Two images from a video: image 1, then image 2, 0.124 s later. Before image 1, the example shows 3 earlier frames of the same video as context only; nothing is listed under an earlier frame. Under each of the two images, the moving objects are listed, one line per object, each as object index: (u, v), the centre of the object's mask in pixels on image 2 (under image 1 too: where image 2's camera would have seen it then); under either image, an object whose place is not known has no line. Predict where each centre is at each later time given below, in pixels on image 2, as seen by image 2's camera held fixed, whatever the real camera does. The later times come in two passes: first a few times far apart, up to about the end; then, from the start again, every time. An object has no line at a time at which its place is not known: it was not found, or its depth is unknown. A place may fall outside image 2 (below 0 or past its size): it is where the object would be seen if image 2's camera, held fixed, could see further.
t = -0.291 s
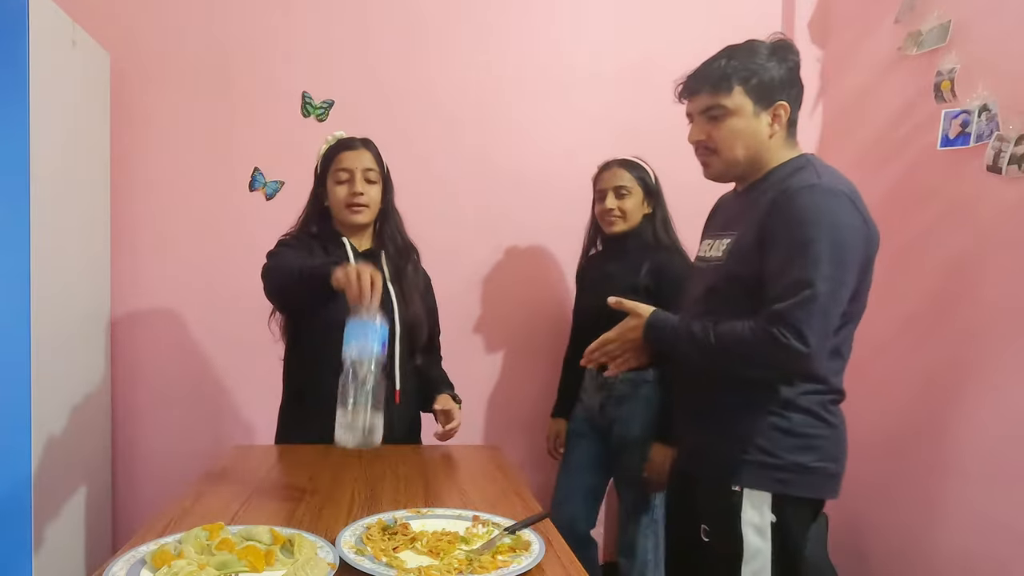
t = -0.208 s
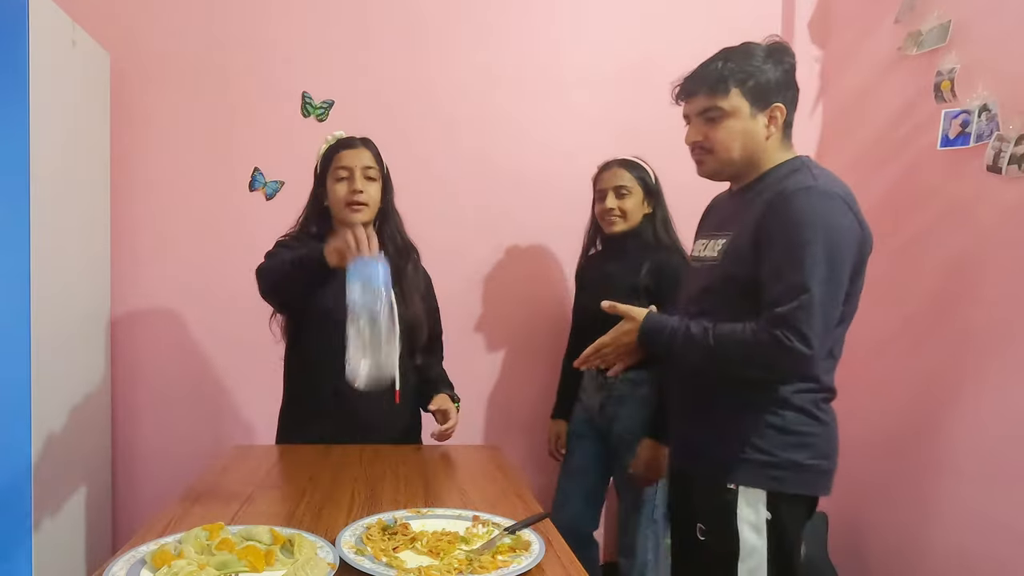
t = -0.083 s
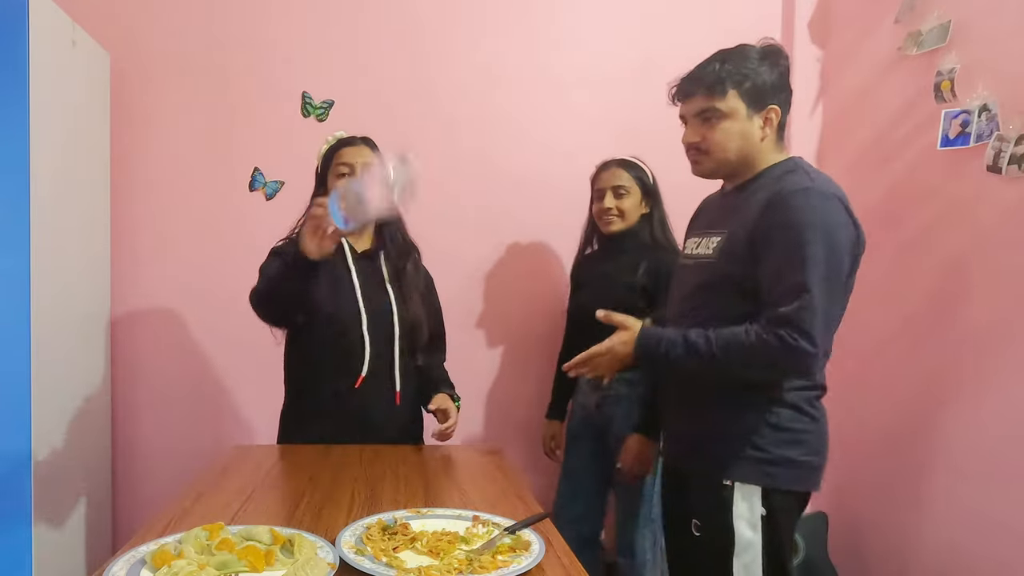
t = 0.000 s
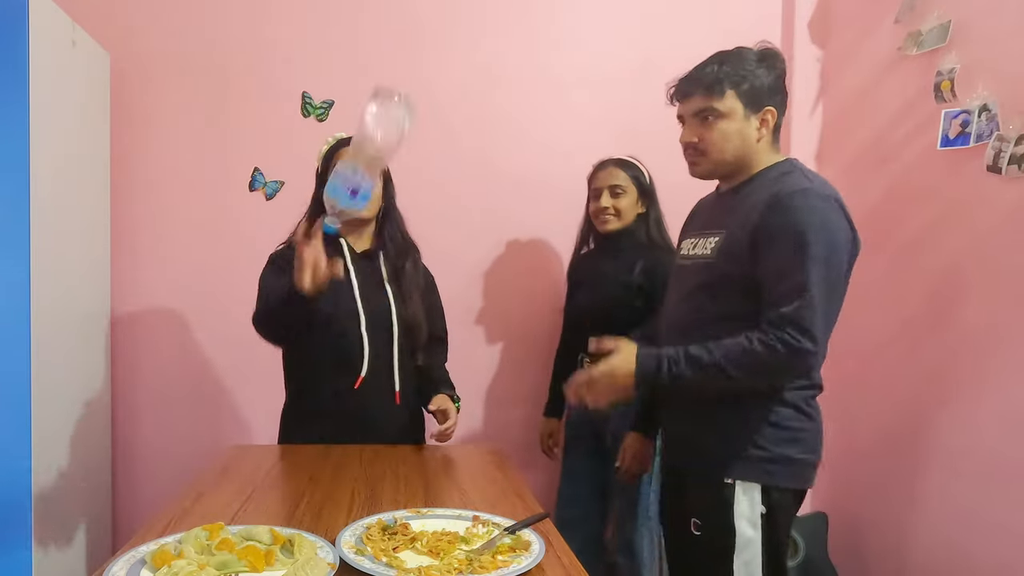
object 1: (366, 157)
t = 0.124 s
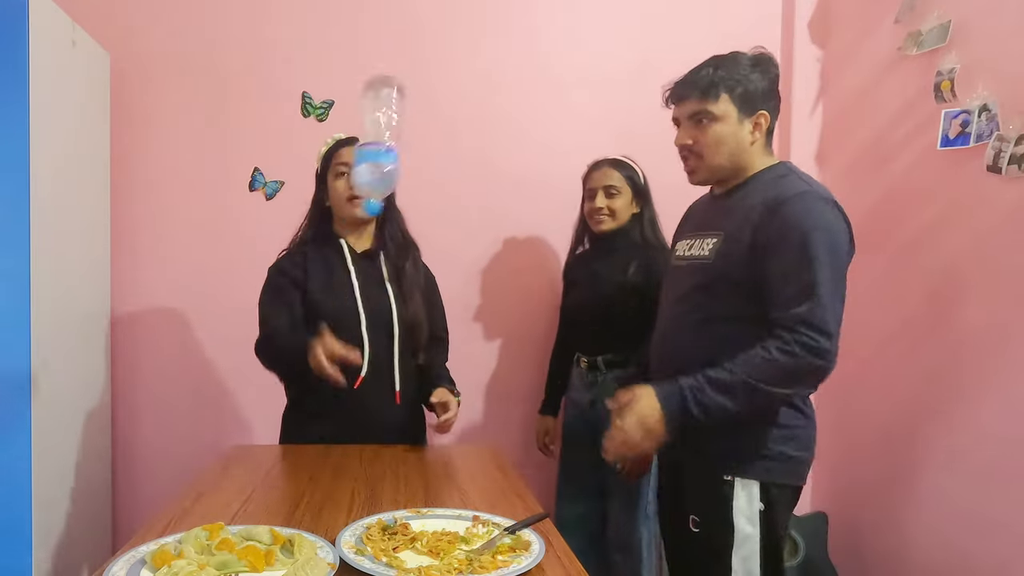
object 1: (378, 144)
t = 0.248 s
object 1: (383, 188)
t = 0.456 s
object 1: (383, 411)
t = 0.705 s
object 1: (381, 436)
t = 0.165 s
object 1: (383, 149)
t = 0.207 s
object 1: (389, 170)
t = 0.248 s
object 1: (383, 188)
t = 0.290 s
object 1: (384, 222)
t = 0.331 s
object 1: (385, 264)
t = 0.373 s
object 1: (385, 310)
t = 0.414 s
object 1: (381, 367)
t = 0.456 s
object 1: (383, 411)
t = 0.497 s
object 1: (382, 424)
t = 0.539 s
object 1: (379, 436)
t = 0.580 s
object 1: (381, 436)
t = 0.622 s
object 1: (381, 436)
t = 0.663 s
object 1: (381, 436)
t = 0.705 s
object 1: (381, 436)
